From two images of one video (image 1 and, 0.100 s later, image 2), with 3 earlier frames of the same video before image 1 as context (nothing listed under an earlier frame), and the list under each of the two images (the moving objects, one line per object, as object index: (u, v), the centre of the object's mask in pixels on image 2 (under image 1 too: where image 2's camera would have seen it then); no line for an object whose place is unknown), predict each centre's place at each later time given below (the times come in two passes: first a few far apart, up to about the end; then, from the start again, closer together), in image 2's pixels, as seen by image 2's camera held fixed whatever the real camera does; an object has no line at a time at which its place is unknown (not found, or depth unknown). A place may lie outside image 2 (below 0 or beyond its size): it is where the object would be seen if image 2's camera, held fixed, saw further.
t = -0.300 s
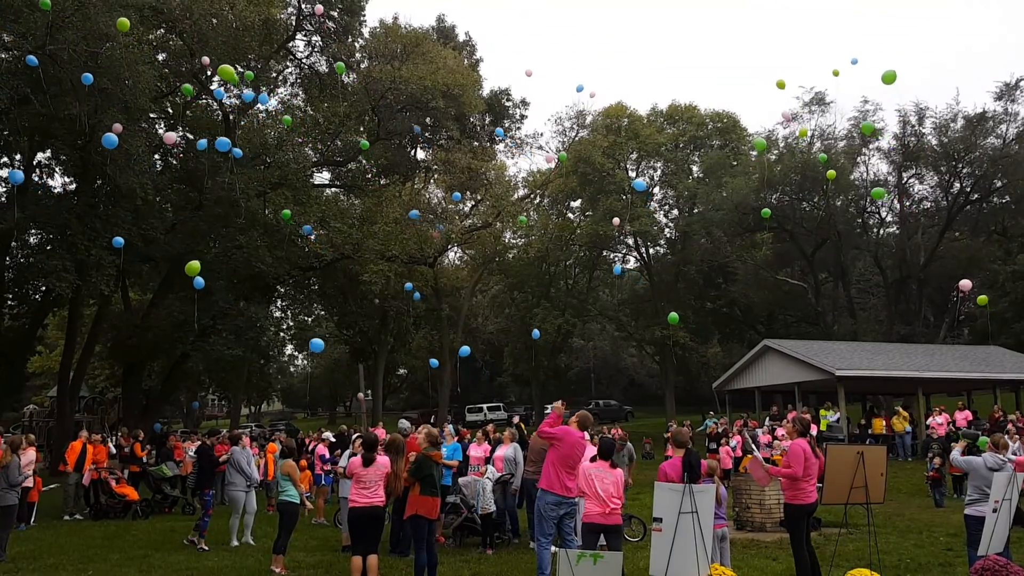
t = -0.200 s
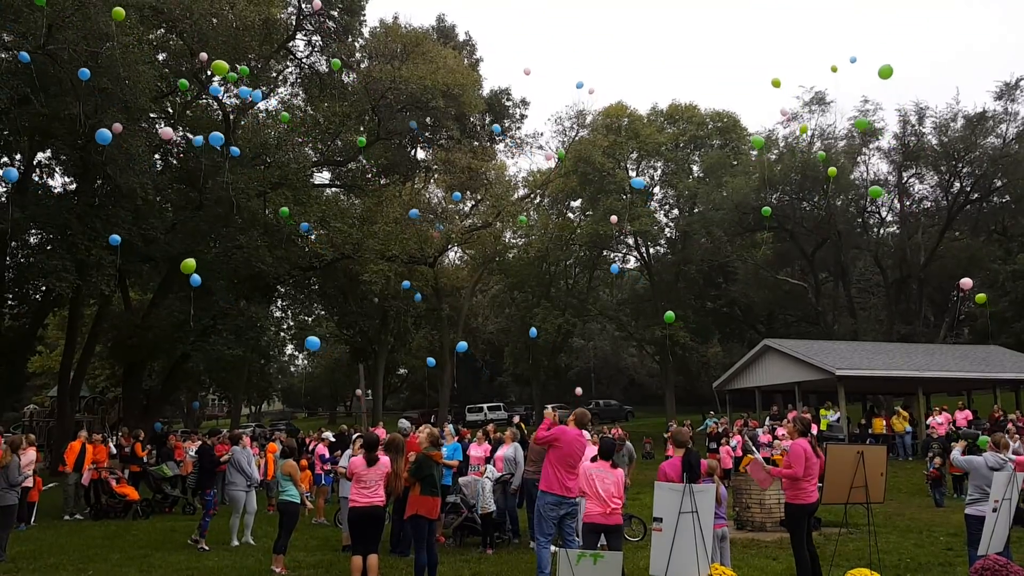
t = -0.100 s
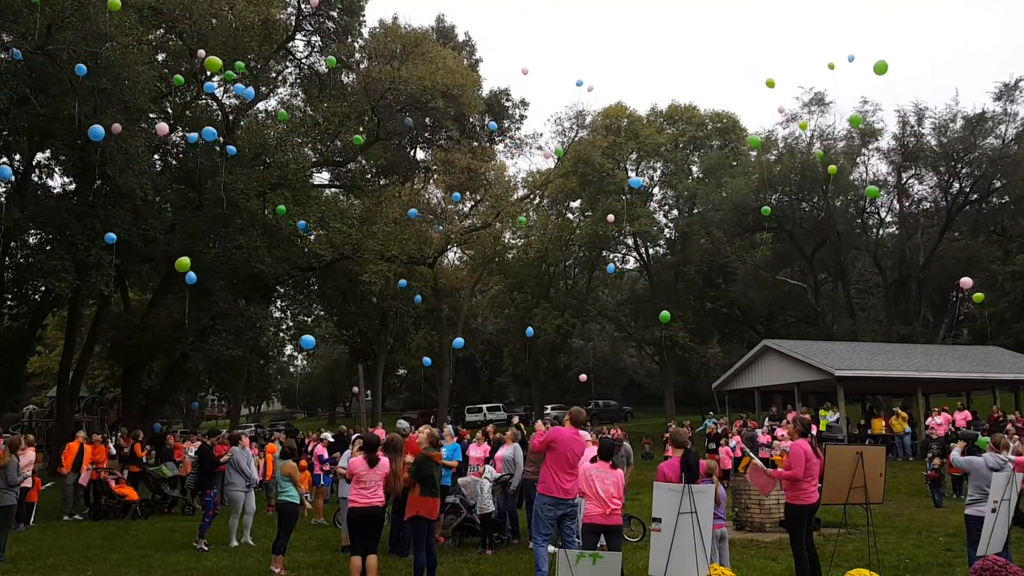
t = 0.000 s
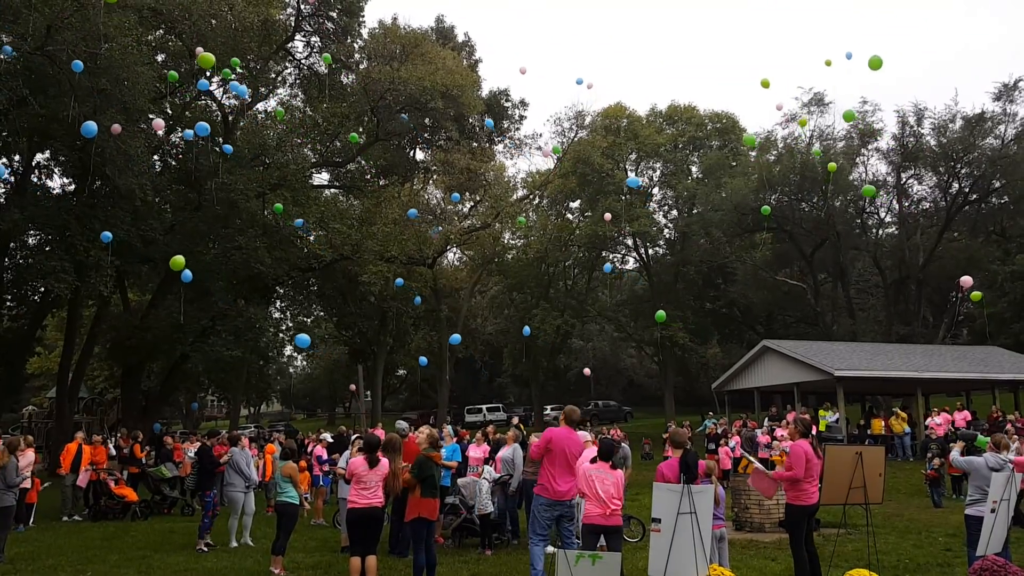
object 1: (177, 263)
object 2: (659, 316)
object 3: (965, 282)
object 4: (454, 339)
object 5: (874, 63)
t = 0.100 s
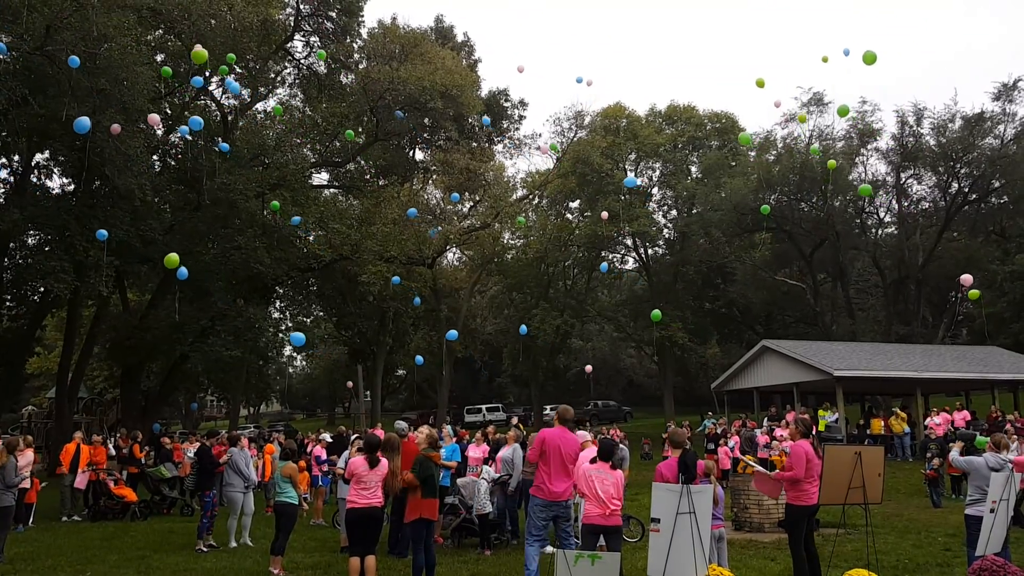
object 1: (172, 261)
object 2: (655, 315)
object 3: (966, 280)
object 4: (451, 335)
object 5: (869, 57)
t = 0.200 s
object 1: (167, 258)
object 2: (652, 314)
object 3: (967, 278)
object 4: (449, 331)
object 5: (864, 52)
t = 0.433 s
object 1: (156, 253)
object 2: (643, 314)
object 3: (969, 274)
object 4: (443, 323)
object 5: (848, 41)
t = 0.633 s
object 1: (146, 248)
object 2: (637, 315)
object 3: (971, 269)
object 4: (438, 316)
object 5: (836, 32)
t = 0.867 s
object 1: (136, 242)
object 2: (631, 318)
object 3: (975, 263)
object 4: (433, 310)
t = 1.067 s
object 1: (127, 237)
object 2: (627, 321)
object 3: (977, 257)
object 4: (428, 304)
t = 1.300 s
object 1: (115, 230)
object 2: (625, 325)
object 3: (981, 248)
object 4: (422, 297)
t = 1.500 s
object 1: (106, 224)
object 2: (623, 328)
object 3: (982, 240)
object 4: (417, 291)
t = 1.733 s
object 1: (94, 217)
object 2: (621, 331)
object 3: (981, 230)
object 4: (411, 283)
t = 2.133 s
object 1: (75, 205)
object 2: (617, 335)
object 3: (971, 218)
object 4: (399, 267)
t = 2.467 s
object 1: (59, 194)
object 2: (614, 336)
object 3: (960, 214)
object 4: (386, 255)
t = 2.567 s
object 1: (54, 191)
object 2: (613, 337)
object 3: (957, 213)
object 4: (382, 251)
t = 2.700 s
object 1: (48, 187)
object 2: (611, 337)
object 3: (952, 211)
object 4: (376, 246)
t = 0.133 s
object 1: (170, 260)
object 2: (654, 315)
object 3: (966, 279)
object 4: (450, 334)
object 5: (867, 56)
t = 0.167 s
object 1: (169, 259)
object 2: (653, 315)
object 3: (966, 279)
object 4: (450, 332)
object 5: (865, 54)
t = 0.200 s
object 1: (167, 258)
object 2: (652, 314)
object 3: (967, 278)
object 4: (449, 331)
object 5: (864, 52)
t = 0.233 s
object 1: (165, 258)
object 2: (650, 314)
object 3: (967, 277)
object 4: (448, 330)
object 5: (862, 51)
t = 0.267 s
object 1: (164, 257)
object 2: (649, 314)
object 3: (967, 277)
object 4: (447, 329)
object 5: (860, 49)
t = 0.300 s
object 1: (162, 256)
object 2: (648, 314)
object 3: (968, 276)
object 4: (446, 328)
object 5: (858, 48)
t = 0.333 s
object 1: (160, 255)
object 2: (647, 314)
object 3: (968, 276)
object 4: (445, 326)
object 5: (856, 46)
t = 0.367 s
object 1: (159, 254)
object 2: (645, 314)
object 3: (968, 275)
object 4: (444, 325)
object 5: (854, 44)
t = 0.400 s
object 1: (157, 254)
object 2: (644, 314)
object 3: (969, 274)
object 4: (444, 324)
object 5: (852, 43)
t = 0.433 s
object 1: (156, 253)
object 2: (643, 314)
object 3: (969, 274)
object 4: (443, 323)
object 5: (848, 41)
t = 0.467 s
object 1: (154, 252)
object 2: (642, 314)
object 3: (970, 273)
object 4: (442, 321)
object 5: (846, 39)
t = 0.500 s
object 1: (152, 251)
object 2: (640, 314)
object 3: (970, 272)
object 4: (441, 321)
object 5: (844, 38)
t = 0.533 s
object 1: (151, 251)
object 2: (639, 314)
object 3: (970, 272)
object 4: (440, 320)
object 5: (843, 36)
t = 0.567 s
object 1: (149, 250)
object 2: (638, 314)
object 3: (971, 271)
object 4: (440, 318)
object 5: (841, 35)
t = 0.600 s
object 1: (148, 249)
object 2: (638, 315)
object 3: (971, 270)
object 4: (439, 318)
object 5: (838, 33)
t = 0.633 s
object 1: (146, 248)
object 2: (637, 315)
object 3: (971, 269)
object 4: (438, 316)
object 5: (836, 32)
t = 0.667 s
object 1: (145, 247)
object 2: (636, 315)
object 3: (972, 268)
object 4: (437, 315)
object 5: (834, 30)
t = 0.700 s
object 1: (143, 246)
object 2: (635, 316)
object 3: (972, 268)
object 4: (437, 315)
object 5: (832, 29)
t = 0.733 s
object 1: (142, 246)
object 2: (634, 316)
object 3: (973, 267)
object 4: (436, 314)
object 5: (830, 28)
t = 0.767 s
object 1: (140, 245)
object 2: (633, 317)
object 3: (973, 266)
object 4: (435, 312)
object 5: (827, 26)
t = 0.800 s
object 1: (139, 244)
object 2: (632, 317)
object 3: (974, 265)
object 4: (434, 312)
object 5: (825, 25)
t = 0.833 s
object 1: (137, 243)
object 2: (632, 317)
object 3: (974, 264)
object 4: (433, 311)
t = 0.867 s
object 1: (136, 242)
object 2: (631, 318)
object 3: (975, 263)
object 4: (433, 310)
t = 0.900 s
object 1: (134, 241)
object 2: (630, 318)
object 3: (975, 262)
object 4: (432, 309)
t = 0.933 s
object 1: (133, 241)
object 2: (630, 319)
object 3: (976, 261)
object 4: (431, 308)
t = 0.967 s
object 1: (131, 239)
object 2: (629, 319)
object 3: (976, 261)
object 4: (431, 307)
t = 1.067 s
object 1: (127, 237)
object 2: (627, 321)
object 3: (977, 257)
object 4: (428, 304)
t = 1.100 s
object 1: (125, 236)
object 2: (627, 321)
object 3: (978, 256)
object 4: (427, 303)
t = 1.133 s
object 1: (123, 235)
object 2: (627, 322)
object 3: (978, 255)
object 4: (426, 302)
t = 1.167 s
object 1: (122, 234)
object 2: (626, 323)
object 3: (979, 254)
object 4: (425, 301)
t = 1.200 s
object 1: (120, 233)
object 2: (626, 323)
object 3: (980, 252)
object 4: (424, 300)
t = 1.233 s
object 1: (119, 232)
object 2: (626, 324)
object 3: (980, 251)
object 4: (424, 299)
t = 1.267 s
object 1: (117, 231)
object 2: (625, 325)
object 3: (980, 249)
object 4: (423, 298)
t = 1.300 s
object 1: (115, 230)
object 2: (625, 325)
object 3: (981, 248)
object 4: (422, 297)
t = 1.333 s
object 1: (114, 229)
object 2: (625, 326)
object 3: (981, 247)
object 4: (421, 296)
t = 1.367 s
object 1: (112, 228)
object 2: (624, 326)
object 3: (981, 245)
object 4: (420, 295)
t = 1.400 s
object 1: (111, 227)
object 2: (624, 327)
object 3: (981, 244)
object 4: (419, 294)
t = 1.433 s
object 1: (109, 226)
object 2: (624, 327)
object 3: (982, 242)
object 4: (419, 293)
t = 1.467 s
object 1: (107, 225)
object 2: (623, 328)
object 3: (982, 241)
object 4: (418, 292)
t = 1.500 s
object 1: (106, 224)
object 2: (623, 328)
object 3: (982, 240)
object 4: (417, 291)
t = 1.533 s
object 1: (104, 224)
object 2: (622, 329)
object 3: (982, 238)
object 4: (416, 290)
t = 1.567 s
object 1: (103, 222)
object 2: (622, 329)
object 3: (982, 237)
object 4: (415, 289)
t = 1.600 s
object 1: (101, 221)
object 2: (622, 330)
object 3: (982, 236)
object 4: (415, 288)
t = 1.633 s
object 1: (99, 220)
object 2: (622, 330)
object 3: (981, 234)
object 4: (413, 286)
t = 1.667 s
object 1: (98, 219)
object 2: (621, 331)
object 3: (981, 233)
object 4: (412, 285)
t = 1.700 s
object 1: (96, 218)
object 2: (621, 331)
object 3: (981, 231)
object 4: (412, 284)
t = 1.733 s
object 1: (94, 217)
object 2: (621, 331)
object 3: (981, 230)
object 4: (411, 283)
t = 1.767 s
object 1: (93, 217)
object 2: (620, 332)
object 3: (980, 229)
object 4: (410, 282)
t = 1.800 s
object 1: (91, 215)
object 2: (620, 332)
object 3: (980, 228)
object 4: (409, 280)
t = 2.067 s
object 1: (78, 207)
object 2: (618, 334)
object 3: (973, 220)
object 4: (401, 270)
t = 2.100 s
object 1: (76, 206)
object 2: (618, 335)
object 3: (972, 219)
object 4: (400, 269)
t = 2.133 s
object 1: (75, 205)
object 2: (617, 335)
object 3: (971, 218)
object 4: (399, 267)
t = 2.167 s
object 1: (73, 204)
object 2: (617, 335)
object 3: (970, 218)
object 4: (398, 266)
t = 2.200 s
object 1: (71, 203)
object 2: (617, 335)
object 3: (969, 217)
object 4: (397, 265)
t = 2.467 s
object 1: (59, 194)
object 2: (614, 336)
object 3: (960, 214)
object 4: (386, 255)
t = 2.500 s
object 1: (57, 193)
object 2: (614, 336)
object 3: (959, 214)
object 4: (385, 253)
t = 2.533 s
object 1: (55, 192)
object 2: (613, 337)
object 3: (958, 213)
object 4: (383, 252)
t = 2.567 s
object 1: (54, 191)
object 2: (613, 337)
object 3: (957, 213)
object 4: (382, 251)
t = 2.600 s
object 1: (52, 190)
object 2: (613, 337)
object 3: (956, 213)
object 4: (381, 249)
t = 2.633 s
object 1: (51, 189)
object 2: (612, 337)
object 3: (954, 212)
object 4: (379, 248)
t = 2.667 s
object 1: (49, 187)
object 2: (612, 337)
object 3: (953, 212)
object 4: (378, 247)
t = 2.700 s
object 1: (48, 187)
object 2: (611, 337)
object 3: (952, 211)
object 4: (376, 246)
